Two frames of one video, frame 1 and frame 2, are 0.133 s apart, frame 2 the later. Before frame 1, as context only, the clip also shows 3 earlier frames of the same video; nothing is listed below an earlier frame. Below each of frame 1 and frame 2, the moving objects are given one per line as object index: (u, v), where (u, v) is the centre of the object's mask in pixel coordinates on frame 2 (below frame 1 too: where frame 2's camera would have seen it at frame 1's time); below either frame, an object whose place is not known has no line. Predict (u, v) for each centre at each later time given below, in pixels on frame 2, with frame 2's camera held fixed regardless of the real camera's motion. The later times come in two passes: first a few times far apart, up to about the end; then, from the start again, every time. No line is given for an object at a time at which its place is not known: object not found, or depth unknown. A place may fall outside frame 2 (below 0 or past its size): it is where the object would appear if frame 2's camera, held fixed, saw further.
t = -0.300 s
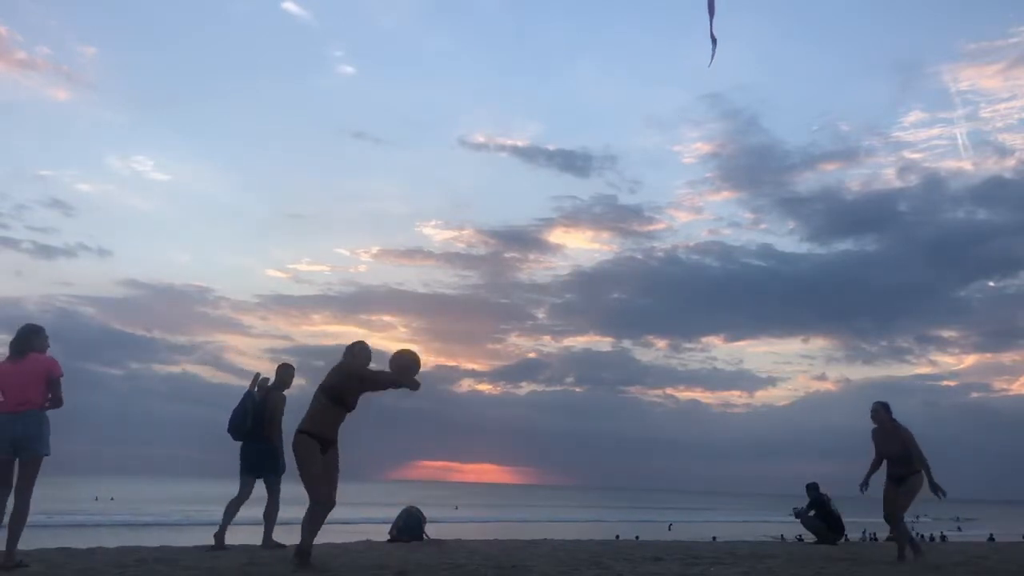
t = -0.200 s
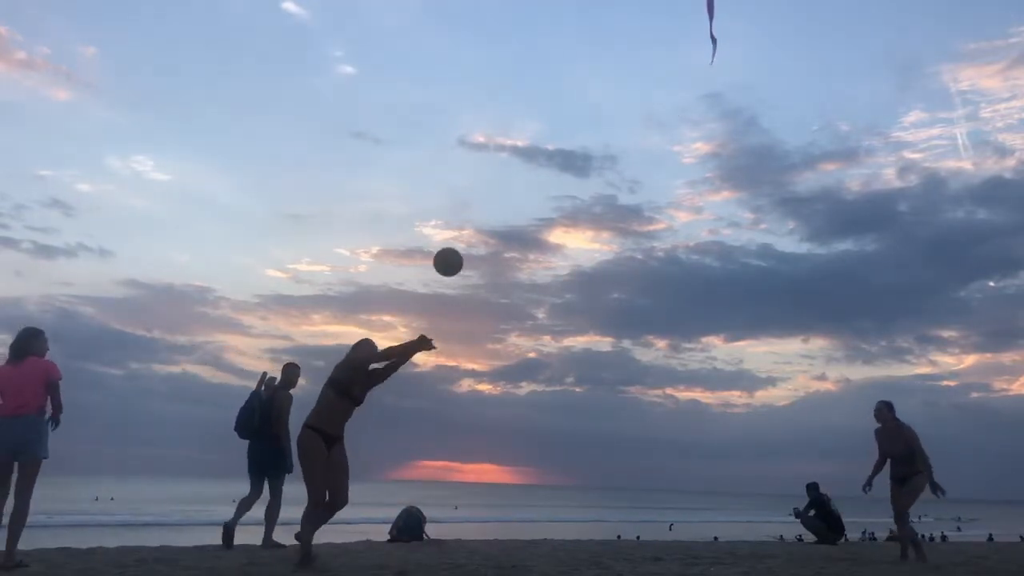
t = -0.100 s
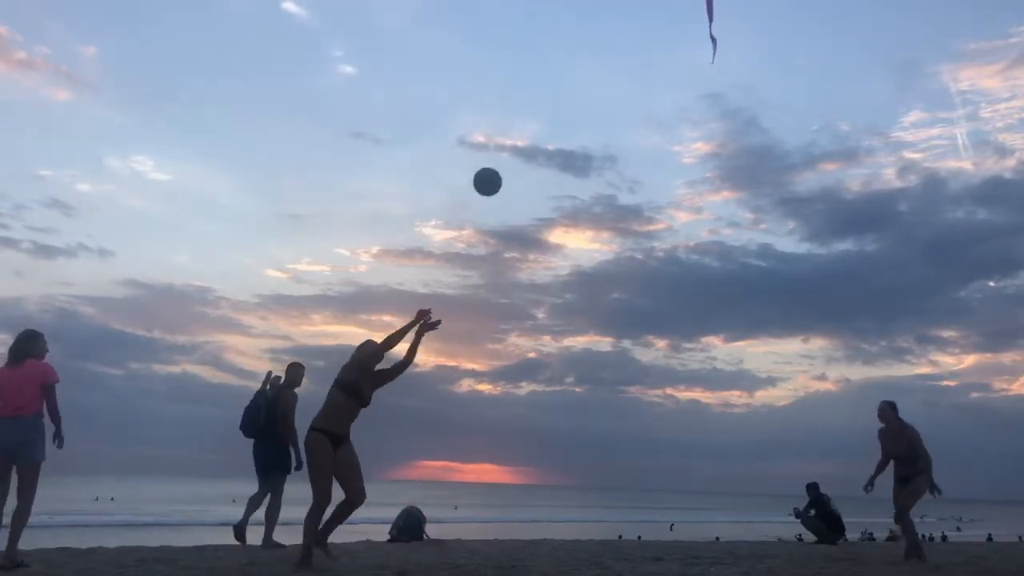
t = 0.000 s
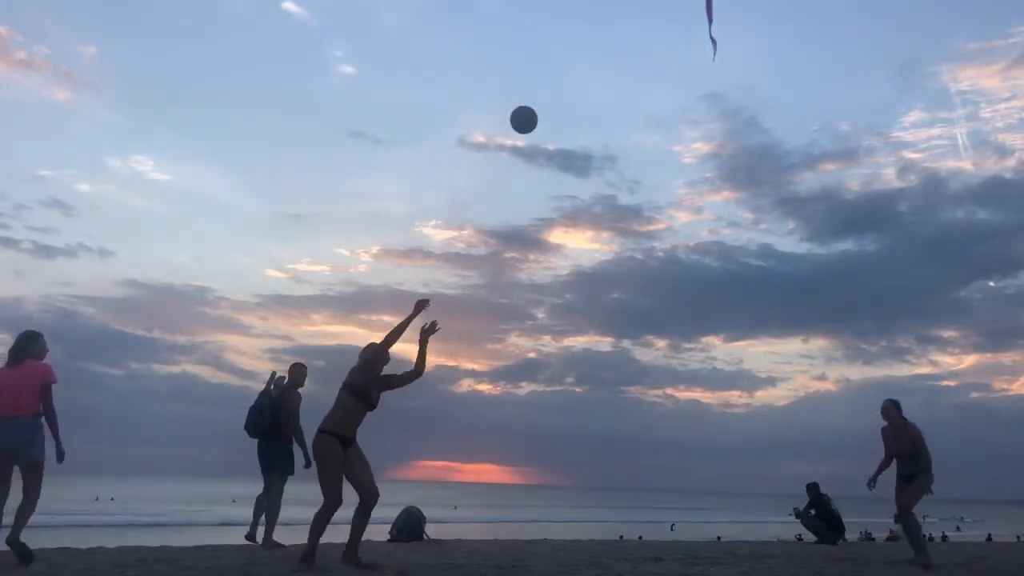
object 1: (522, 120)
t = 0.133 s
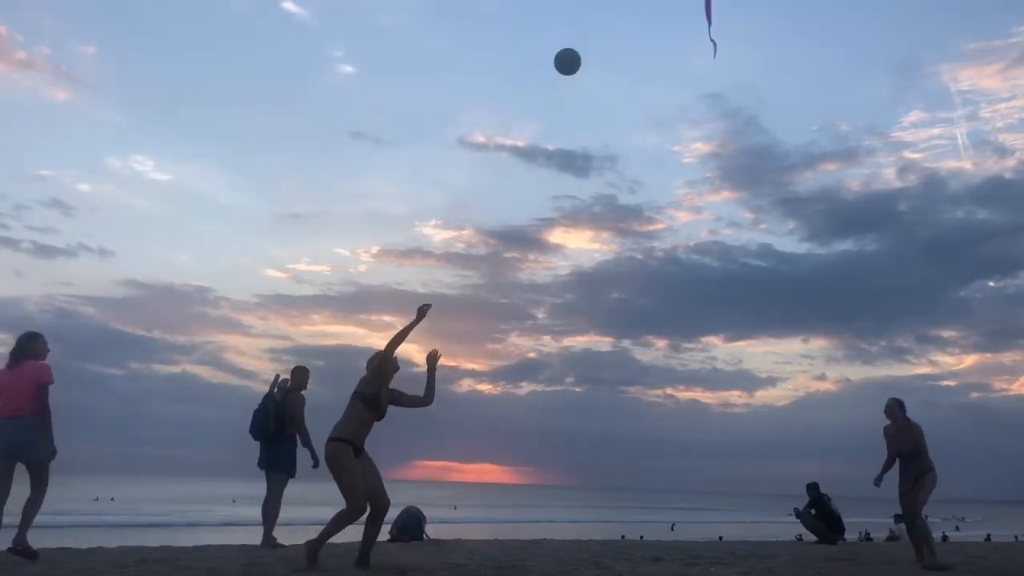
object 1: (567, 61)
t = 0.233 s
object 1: (597, 35)
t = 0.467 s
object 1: (663, 15)
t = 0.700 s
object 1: (724, 50)
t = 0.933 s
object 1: (777, 137)
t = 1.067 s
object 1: (810, 206)
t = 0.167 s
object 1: (576, 52)
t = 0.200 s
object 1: (587, 43)
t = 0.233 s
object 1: (597, 35)
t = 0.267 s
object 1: (607, 28)
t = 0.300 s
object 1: (617, 23)
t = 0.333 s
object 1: (627, 19)
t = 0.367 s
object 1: (636, 17)
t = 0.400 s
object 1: (645, 15)
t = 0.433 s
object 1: (655, 14)
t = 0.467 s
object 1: (663, 15)
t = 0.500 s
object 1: (672, 16)
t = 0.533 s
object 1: (681, 19)
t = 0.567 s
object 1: (689, 23)
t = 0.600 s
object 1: (696, 30)
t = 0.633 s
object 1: (706, 35)
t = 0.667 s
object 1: (716, 42)
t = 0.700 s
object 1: (724, 50)
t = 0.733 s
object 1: (733, 59)
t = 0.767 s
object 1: (740, 69)
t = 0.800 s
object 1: (746, 82)
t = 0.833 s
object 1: (756, 93)
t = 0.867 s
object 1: (764, 106)
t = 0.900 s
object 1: (771, 120)
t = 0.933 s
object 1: (777, 137)
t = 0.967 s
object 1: (787, 151)
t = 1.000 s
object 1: (795, 169)
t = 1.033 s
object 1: (802, 187)
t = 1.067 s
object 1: (810, 206)
